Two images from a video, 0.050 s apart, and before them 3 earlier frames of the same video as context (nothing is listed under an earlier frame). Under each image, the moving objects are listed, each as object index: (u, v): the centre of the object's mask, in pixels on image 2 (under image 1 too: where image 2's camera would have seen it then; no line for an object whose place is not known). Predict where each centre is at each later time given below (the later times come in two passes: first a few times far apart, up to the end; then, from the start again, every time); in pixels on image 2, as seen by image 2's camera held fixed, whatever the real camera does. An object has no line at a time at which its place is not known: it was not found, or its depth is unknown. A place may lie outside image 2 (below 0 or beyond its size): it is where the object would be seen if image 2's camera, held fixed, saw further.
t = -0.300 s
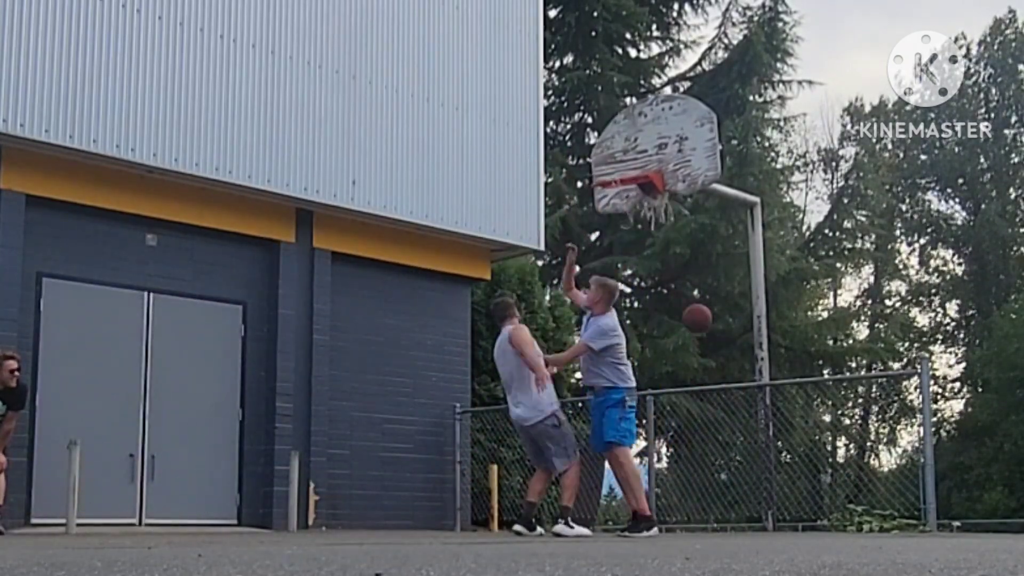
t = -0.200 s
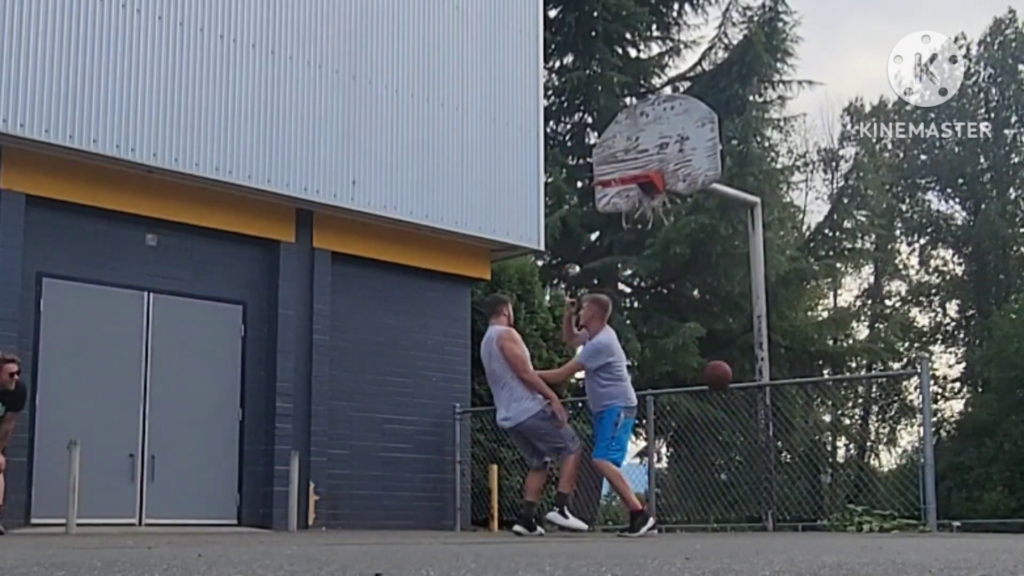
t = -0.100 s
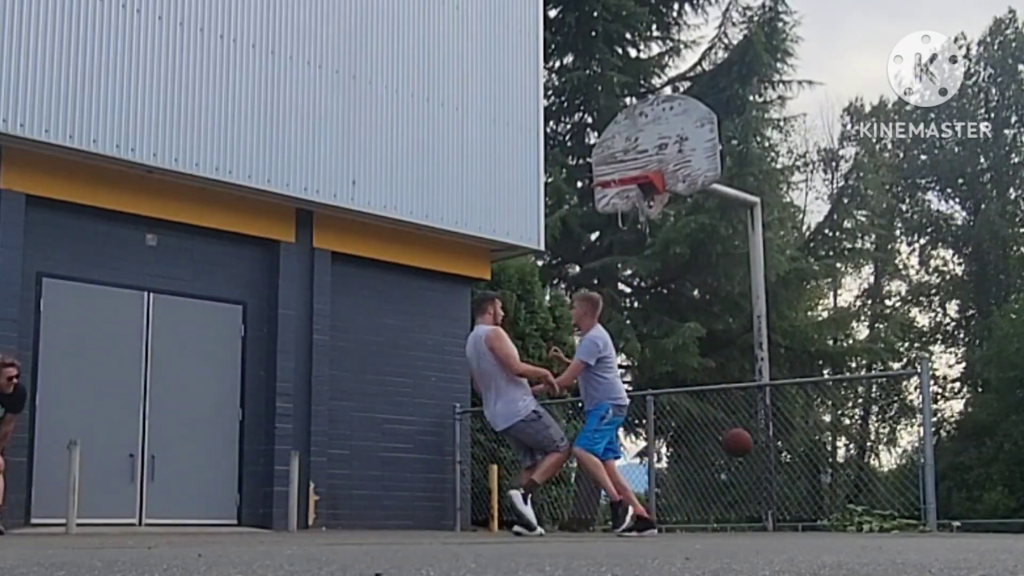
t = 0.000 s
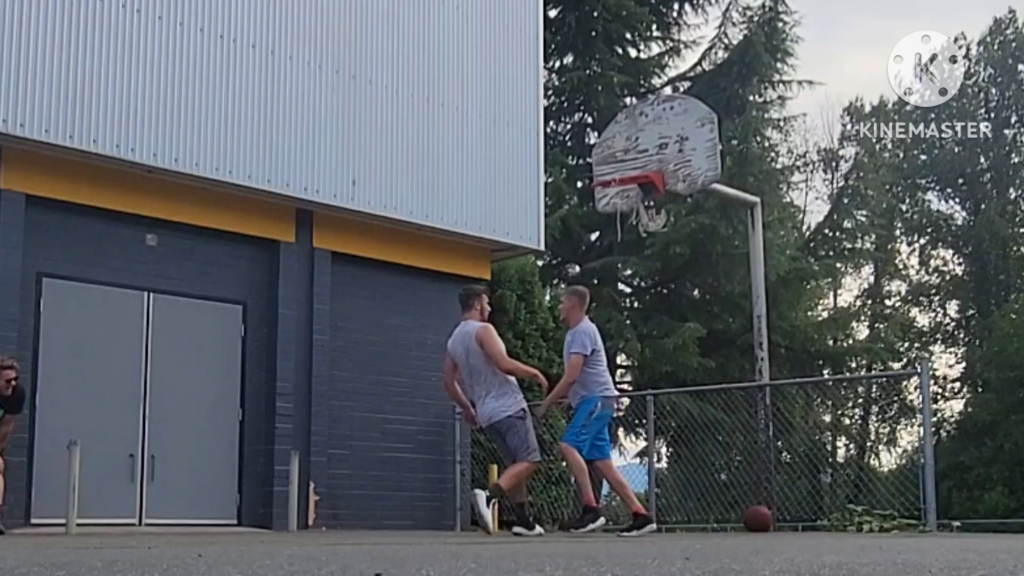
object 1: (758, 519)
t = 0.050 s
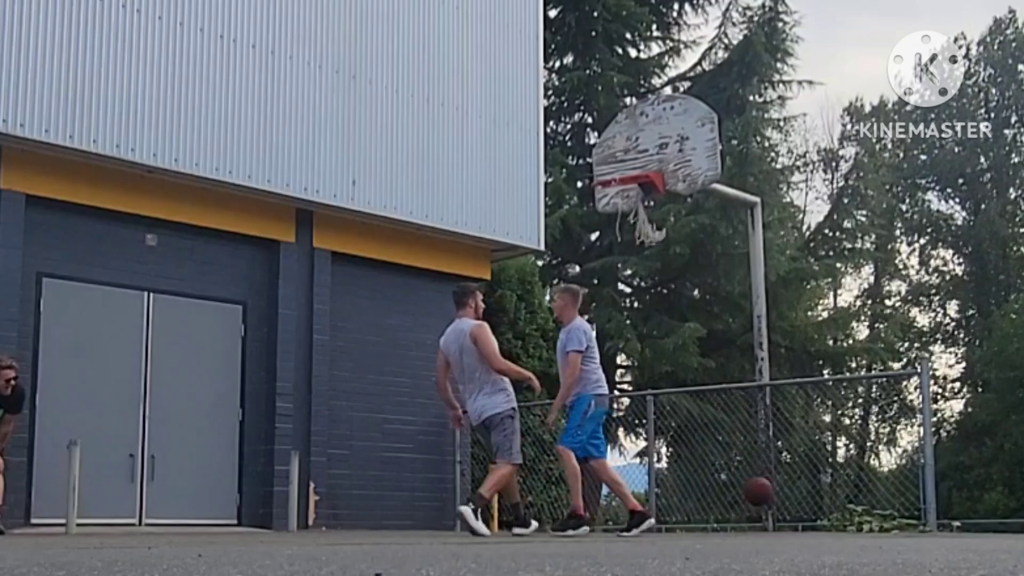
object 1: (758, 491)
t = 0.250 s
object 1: (759, 395)
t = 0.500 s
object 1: (762, 340)
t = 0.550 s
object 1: (762, 338)
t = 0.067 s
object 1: (759, 482)
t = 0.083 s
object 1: (758, 472)
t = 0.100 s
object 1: (758, 463)
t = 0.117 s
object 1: (758, 454)
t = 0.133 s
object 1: (758, 445)
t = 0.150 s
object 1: (759, 437)
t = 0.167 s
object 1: (758, 429)
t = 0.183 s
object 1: (758, 422)
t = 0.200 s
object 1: (758, 414)
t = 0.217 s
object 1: (759, 407)
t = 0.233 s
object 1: (759, 401)
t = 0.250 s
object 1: (759, 395)
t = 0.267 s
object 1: (759, 389)
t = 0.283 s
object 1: (759, 383)
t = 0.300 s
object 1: (760, 378)
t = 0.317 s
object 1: (760, 373)
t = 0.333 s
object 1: (760, 368)
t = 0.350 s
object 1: (760, 364)
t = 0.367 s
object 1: (760, 360)
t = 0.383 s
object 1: (760, 357)
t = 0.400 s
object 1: (760, 354)
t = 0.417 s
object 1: (761, 350)
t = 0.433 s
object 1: (761, 348)
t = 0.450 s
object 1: (761, 346)
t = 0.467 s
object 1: (762, 344)
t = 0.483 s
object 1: (762, 341)
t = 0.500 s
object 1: (762, 340)
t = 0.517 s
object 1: (762, 339)
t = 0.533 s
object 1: (762, 338)
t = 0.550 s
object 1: (762, 338)
